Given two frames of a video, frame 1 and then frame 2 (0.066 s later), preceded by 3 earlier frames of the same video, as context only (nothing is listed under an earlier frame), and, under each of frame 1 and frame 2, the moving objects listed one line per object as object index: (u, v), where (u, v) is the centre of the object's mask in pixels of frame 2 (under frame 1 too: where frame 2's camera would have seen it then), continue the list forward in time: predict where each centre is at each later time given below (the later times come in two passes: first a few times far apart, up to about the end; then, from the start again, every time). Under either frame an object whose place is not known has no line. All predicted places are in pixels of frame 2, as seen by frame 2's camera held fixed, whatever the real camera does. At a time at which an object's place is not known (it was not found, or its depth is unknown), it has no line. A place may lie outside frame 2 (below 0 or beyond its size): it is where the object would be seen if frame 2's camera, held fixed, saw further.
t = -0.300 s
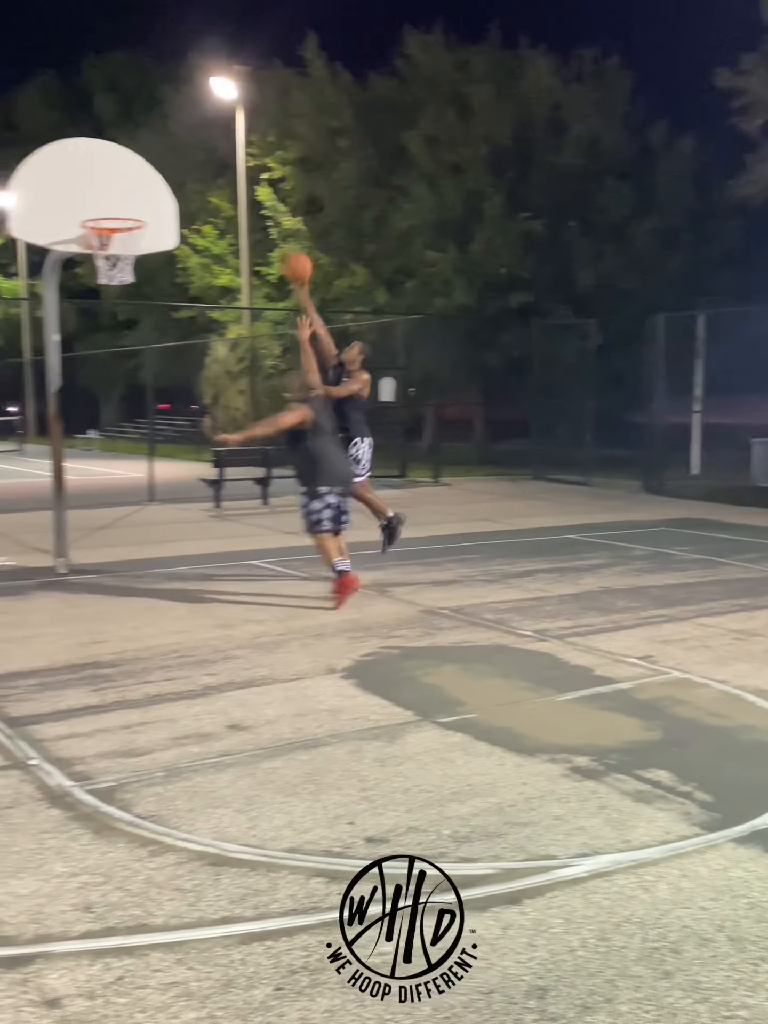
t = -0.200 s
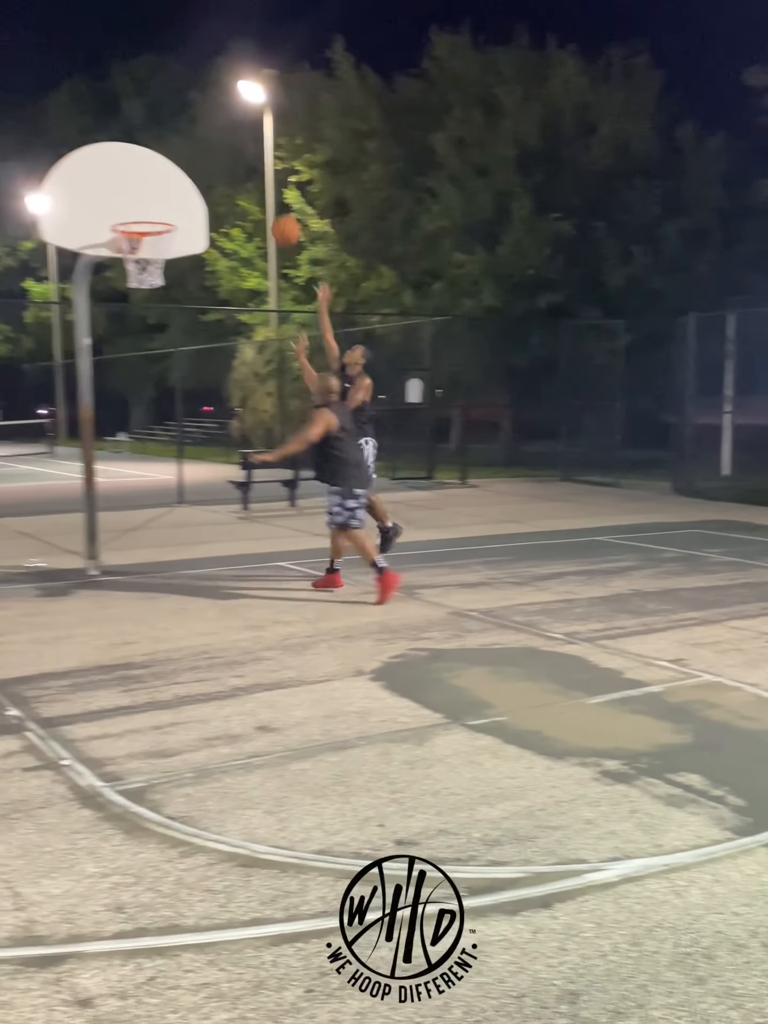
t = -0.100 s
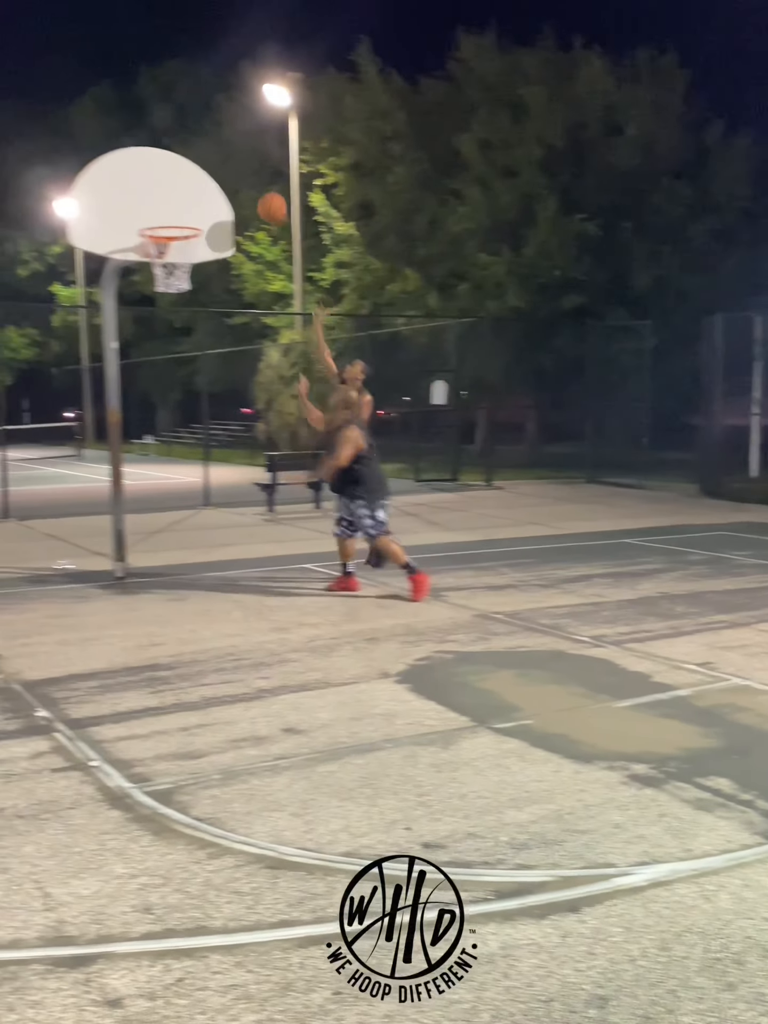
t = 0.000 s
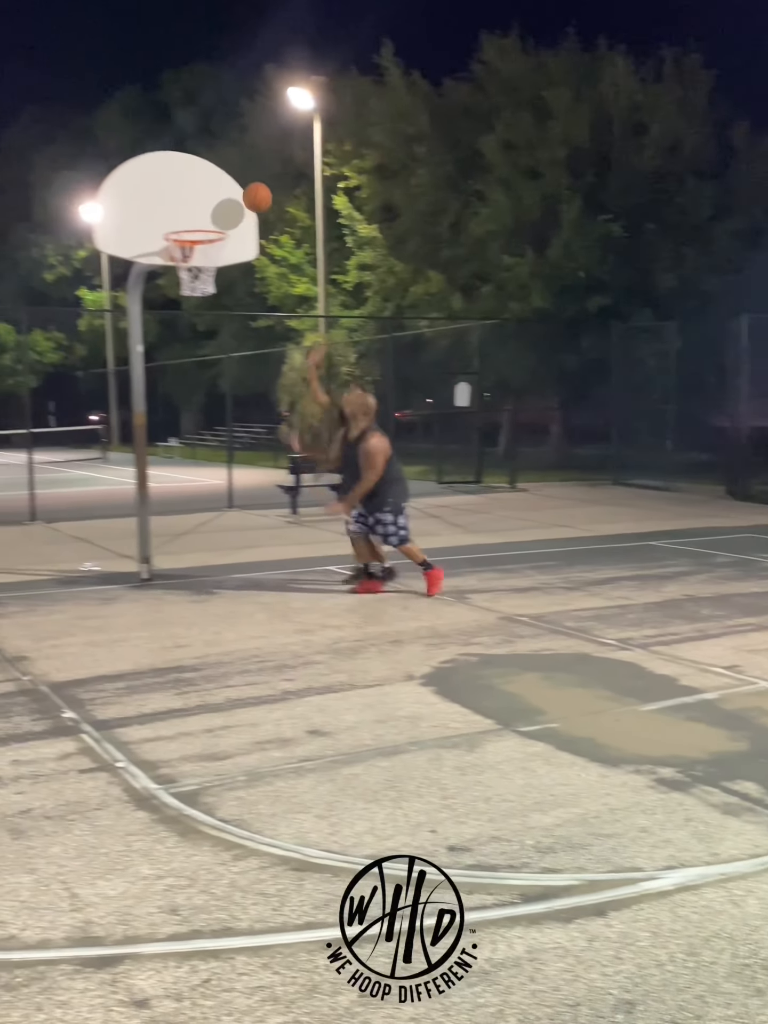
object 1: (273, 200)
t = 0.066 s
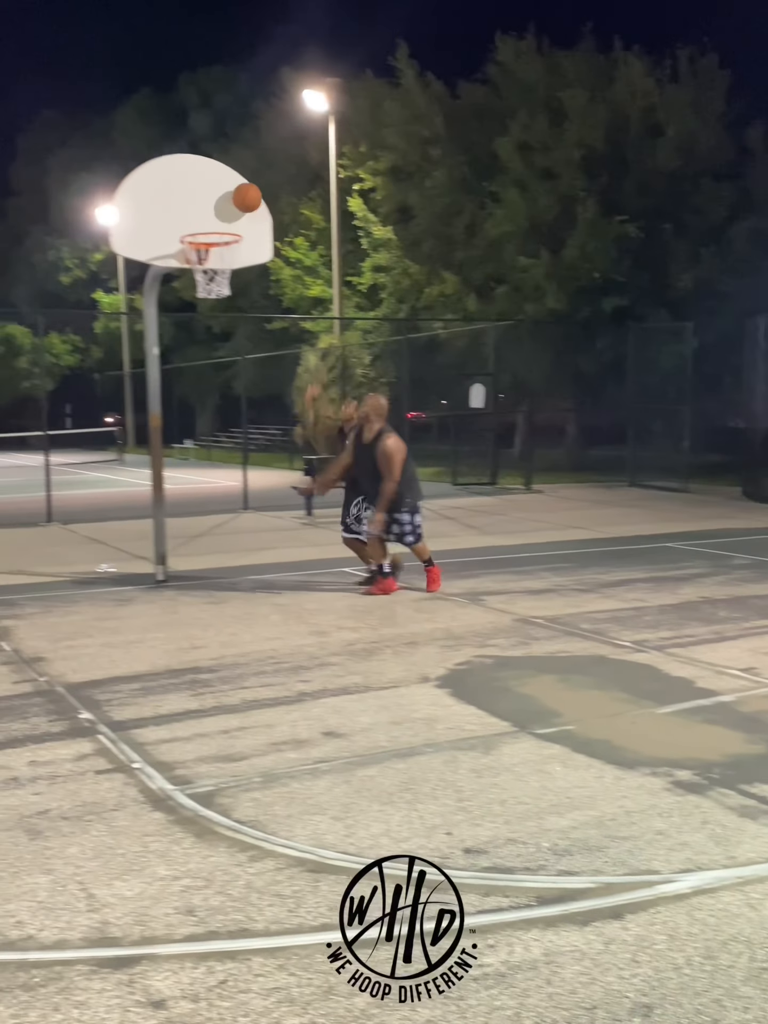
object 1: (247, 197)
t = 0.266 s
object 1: (219, 215)
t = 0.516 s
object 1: (195, 300)
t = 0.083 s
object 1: (244, 197)
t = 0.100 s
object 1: (242, 197)
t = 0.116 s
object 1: (239, 197)
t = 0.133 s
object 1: (237, 198)
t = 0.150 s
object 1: (235, 199)
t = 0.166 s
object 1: (232, 200)
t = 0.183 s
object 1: (230, 202)
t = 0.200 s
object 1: (228, 204)
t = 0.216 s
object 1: (226, 206)
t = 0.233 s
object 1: (224, 208)
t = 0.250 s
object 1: (221, 211)
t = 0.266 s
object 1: (219, 215)
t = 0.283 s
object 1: (217, 218)
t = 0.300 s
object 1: (215, 221)
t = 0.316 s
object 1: (212, 227)
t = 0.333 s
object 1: (210, 231)
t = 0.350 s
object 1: (208, 236)
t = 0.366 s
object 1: (206, 242)
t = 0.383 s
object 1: (204, 249)
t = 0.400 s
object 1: (203, 254)
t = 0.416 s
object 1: (201, 260)
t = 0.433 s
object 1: (199, 267)
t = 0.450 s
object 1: (199, 274)
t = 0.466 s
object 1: (197, 280)
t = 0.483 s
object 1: (196, 286)
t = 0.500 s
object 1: (196, 293)
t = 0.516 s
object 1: (195, 300)
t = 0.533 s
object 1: (195, 307)
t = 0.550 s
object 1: (194, 314)
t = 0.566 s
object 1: (193, 324)
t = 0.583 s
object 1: (193, 331)
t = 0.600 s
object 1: (192, 341)
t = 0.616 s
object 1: (191, 350)
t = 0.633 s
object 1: (190, 360)
